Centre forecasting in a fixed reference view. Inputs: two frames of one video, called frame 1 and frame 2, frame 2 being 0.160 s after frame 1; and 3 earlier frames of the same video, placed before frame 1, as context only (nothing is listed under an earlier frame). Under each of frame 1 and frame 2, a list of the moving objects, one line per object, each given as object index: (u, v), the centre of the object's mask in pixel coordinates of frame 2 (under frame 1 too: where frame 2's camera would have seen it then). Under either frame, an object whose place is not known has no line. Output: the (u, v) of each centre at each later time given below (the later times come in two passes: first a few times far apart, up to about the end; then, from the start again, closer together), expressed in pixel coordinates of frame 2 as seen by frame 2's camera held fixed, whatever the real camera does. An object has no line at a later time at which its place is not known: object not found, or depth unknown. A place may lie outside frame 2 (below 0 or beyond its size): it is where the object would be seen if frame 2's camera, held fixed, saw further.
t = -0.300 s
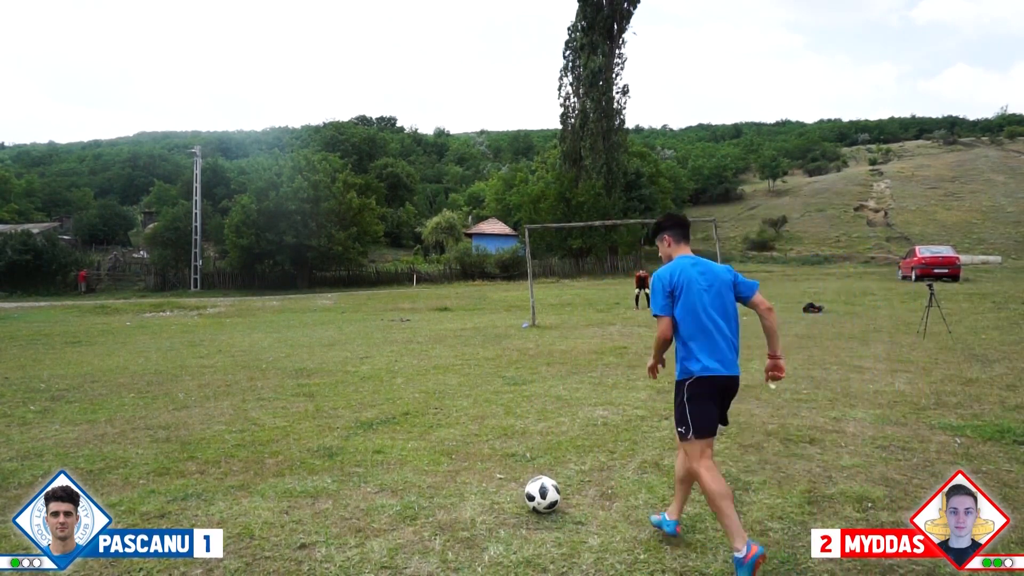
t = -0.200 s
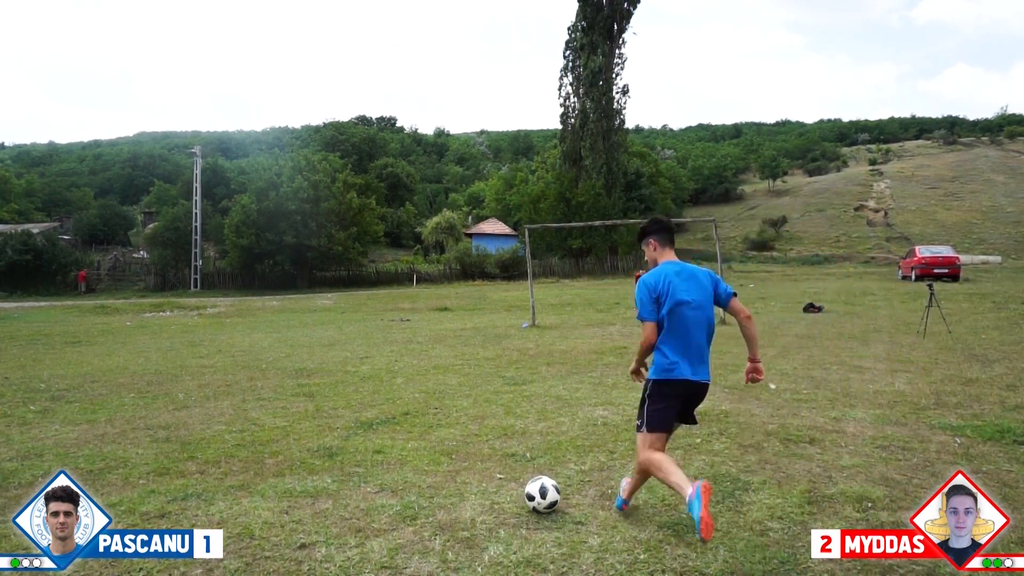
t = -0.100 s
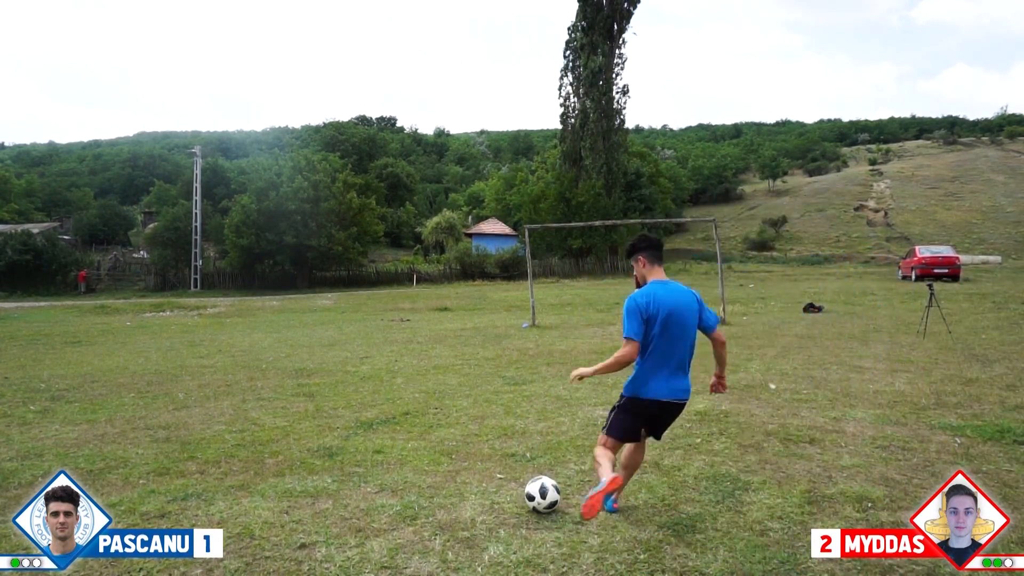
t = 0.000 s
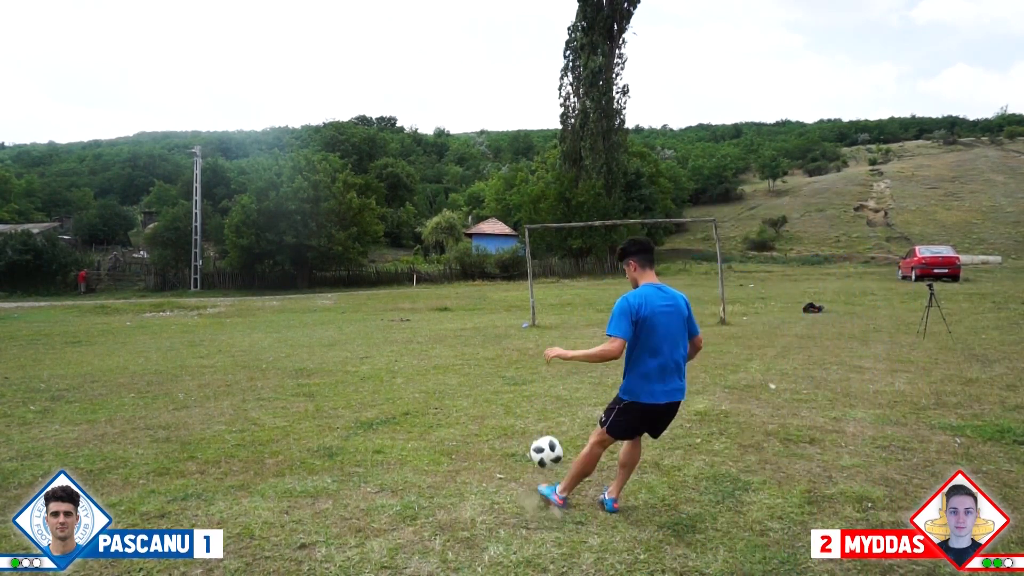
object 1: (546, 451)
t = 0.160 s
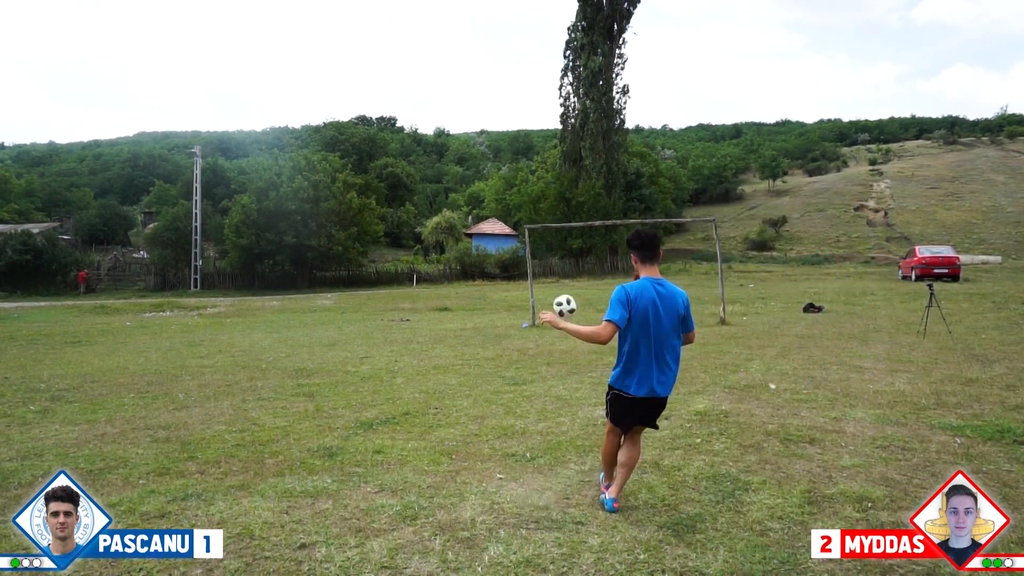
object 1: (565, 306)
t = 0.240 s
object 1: (571, 268)
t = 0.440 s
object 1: (585, 219)
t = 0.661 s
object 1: (596, 206)
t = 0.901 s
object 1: (606, 216)
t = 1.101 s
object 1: (601, 180)
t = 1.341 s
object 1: (593, 142)
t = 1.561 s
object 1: (584, 130)
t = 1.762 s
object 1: (577, 140)
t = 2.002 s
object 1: (567, 188)
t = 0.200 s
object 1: (568, 284)
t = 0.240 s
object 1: (571, 268)
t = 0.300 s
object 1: (576, 247)
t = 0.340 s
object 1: (578, 237)
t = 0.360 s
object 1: (580, 232)
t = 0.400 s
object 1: (582, 225)
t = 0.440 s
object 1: (585, 219)
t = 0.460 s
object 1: (586, 216)
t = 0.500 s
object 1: (588, 212)
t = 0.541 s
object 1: (590, 209)
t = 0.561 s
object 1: (591, 209)
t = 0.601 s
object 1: (593, 207)
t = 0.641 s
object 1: (595, 206)
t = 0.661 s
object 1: (596, 206)
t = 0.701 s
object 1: (598, 207)
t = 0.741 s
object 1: (599, 208)
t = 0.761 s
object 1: (600, 208)
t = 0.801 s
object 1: (602, 210)
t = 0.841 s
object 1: (604, 212)
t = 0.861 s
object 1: (604, 214)
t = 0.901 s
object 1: (606, 216)
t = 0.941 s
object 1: (607, 217)
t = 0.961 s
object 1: (606, 212)
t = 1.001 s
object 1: (605, 202)
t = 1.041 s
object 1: (603, 193)
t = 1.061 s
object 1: (602, 188)
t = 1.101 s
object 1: (601, 180)
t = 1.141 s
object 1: (599, 172)
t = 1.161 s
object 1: (599, 168)
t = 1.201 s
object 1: (598, 161)
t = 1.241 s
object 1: (596, 155)
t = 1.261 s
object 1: (596, 152)
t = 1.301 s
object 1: (594, 146)
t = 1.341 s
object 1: (593, 142)
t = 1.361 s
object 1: (592, 140)
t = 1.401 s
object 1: (590, 136)
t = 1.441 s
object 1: (589, 133)
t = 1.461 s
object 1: (588, 132)
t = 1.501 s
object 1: (586, 131)
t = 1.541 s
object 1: (585, 130)
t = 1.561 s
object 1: (584, 130)
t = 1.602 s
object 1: (583, 130)
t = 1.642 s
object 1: (582, 131)
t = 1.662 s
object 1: (581, 132)
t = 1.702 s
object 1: (579, 135)
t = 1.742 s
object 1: (578, 138)
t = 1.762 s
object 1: (577, 140)
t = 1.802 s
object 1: (575, 145)
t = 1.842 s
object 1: (574, 151)
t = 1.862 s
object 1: (573, 155)
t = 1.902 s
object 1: (571, 163)
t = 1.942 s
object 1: (569, 172)
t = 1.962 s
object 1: (569, 176)
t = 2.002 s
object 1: (567, 188)
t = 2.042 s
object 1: (565, 200)
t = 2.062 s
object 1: (564, 206)
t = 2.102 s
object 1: (563, 221)
